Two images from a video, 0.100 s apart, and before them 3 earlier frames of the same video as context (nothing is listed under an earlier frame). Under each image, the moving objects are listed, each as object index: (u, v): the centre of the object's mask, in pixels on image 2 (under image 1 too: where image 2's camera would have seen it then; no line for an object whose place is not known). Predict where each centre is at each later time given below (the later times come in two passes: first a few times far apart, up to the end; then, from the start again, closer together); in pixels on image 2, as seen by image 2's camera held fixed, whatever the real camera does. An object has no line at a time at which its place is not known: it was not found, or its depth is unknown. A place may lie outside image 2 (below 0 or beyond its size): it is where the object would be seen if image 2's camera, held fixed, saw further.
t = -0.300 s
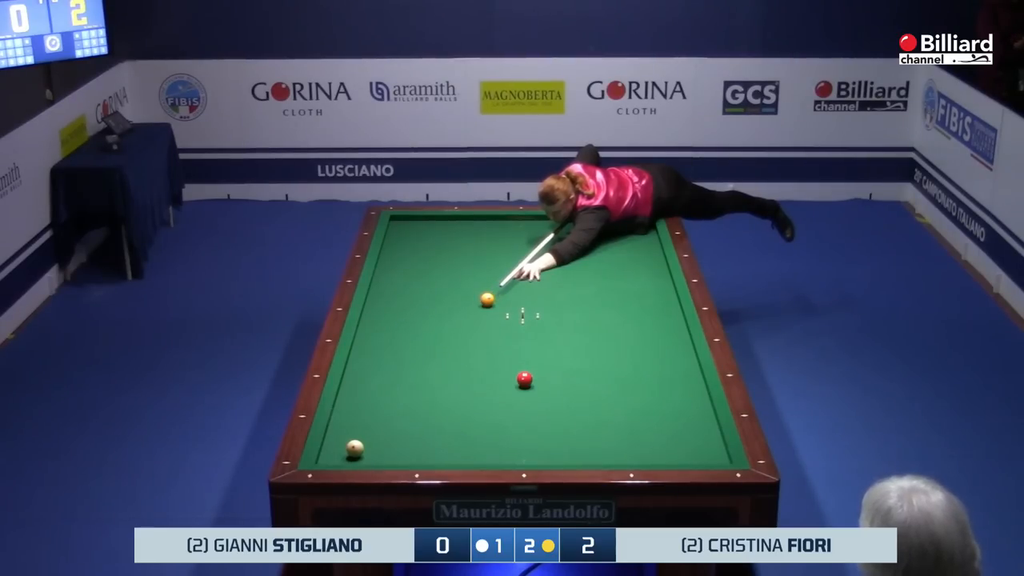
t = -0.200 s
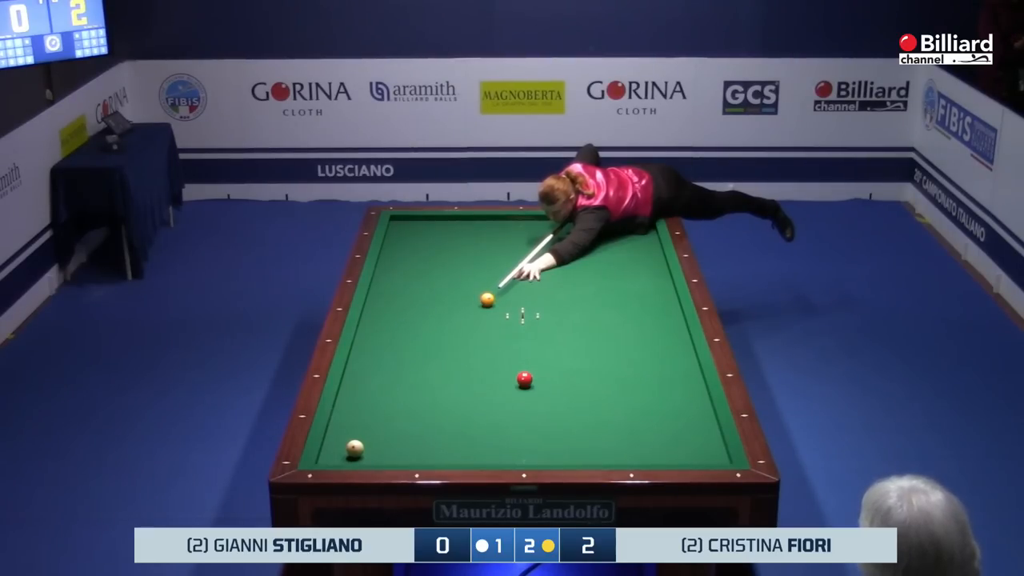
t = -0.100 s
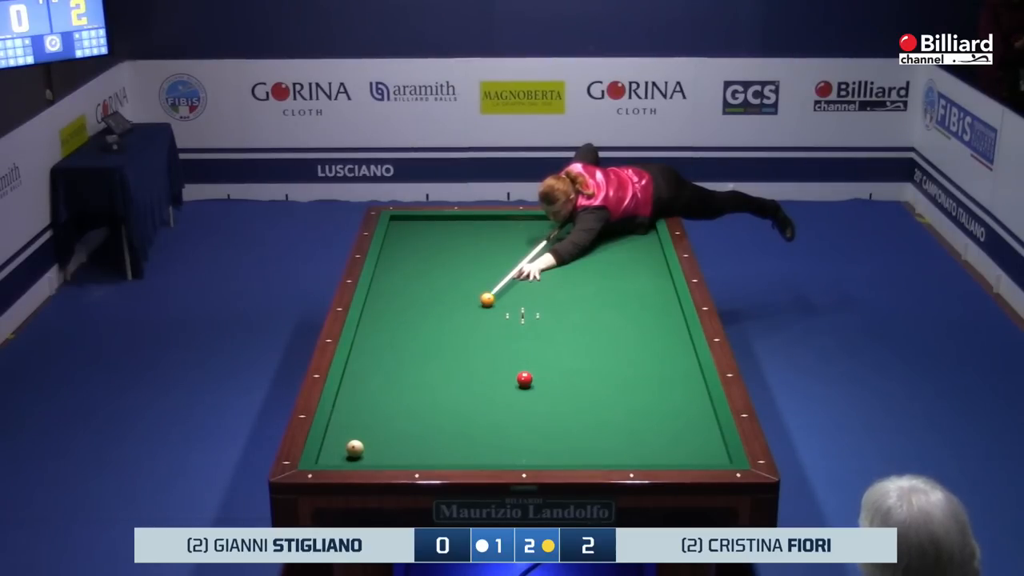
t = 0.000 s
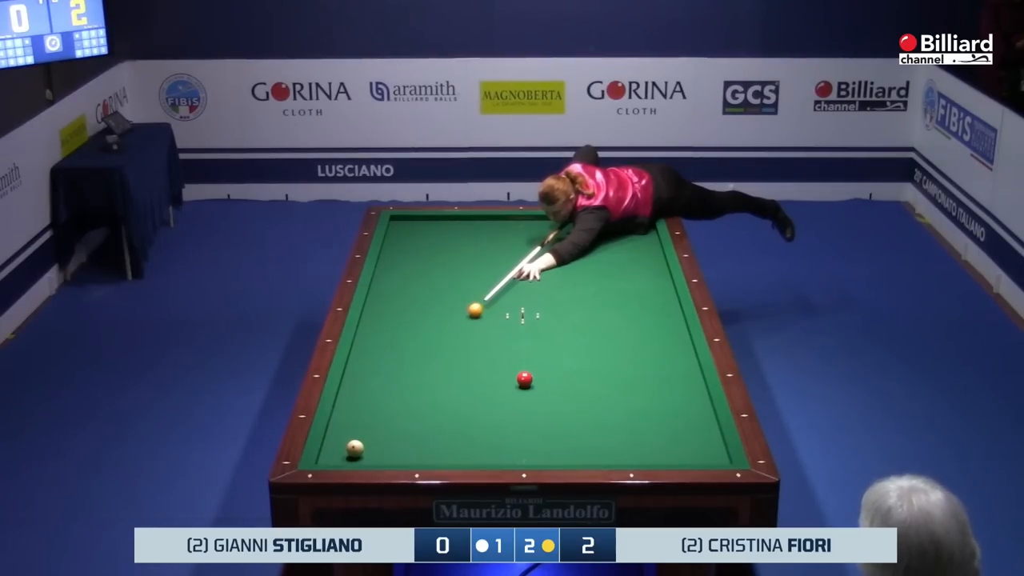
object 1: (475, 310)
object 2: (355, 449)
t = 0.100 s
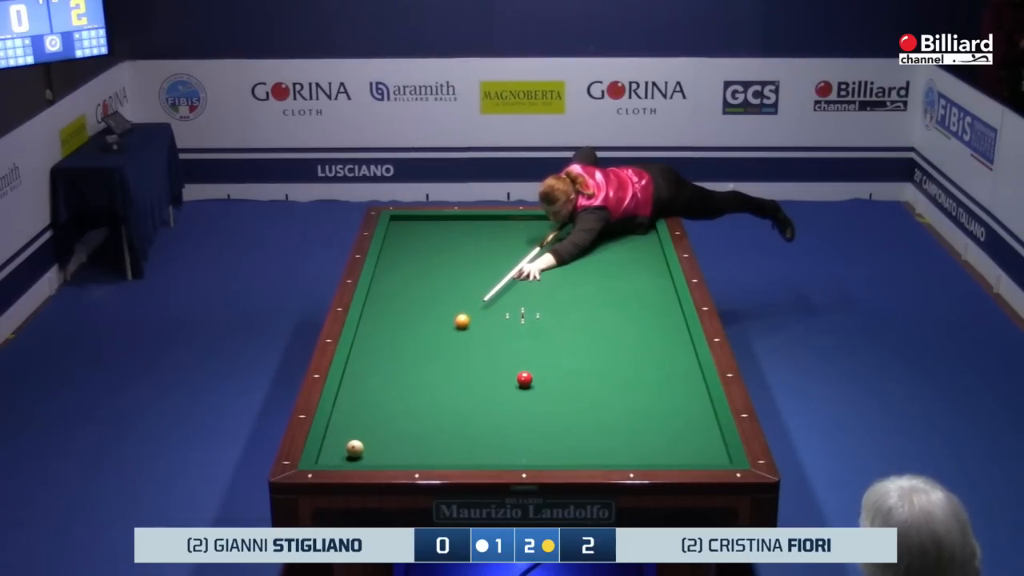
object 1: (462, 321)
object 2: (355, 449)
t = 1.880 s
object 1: (367, 406)
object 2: (415, 454)
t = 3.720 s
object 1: (424, 314)
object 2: (514, 459)
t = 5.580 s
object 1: (461, 256)
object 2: (567, 457)
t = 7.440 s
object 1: (486, 218)
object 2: (581, 457)
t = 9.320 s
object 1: (496, 232)
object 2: (581, 457)
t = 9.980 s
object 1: (499, 236)
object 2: (581, 458)
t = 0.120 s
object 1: (459, 324)
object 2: (355, 449)
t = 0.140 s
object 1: (456, 326)
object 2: (355, 449)
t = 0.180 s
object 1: (451, 331)
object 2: (355, 449)
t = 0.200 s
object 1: (448, 333)
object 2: (355, 449)
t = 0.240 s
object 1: (443, 338)
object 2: (355, 449)
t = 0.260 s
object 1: (440, 340)
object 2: (355, 449)
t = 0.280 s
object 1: (437, 343)
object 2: (355, 449)
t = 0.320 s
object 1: (432, 348)
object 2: (355, 449)
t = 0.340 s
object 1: (429, 350)
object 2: (355, 449)
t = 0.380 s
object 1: (423, 355)
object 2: (355, 449)
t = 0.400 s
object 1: (420, 358)
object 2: (355, 449)
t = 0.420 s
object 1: (417, 360)
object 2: (355, 449)
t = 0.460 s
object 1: (411, 365)
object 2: (355, 449)
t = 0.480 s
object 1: (408, 368)
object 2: (355, 449)
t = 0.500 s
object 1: (405, 371)
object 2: (355, 449)
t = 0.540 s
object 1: (399, 376)
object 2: (355, 449)
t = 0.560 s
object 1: (396, 379)
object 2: (355, 449)
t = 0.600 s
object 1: (390, 384)
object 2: (355, 449)
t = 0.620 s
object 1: (386, 387)
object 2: (355, 449)
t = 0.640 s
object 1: (383, 390)
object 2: (355, 449)
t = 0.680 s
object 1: (377, 395)
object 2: (355, 449)
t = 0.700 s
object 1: (373, 398)
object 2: (355, 449)
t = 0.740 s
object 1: (367, 405)
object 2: (355, 449)
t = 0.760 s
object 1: (363, 407)
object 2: (355, 449)
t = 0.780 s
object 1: (360, 410)
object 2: (355, 449)
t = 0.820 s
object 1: (353, 417)
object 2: (355, 449)
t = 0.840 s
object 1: (349, 419)
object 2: (355, 449)
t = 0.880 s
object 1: (342, 425)
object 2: (355, 449)
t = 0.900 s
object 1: (339, 428)
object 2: (355, 449)
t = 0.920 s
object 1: (335, 432)
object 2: (355, 449)
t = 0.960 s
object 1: (332, 438)
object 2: (355, 449)
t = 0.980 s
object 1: (333, 440)
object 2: (355, 449)
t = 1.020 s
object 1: (336, 446)
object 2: (355, 449)
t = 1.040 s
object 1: (336, 449)
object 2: (355, 449)
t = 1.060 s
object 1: (335, 452)
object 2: (357, 449)
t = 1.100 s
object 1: (334, 455)
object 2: (361, 449)
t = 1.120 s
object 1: (333, 457)
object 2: (362, 450)
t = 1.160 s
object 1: (333, 458)
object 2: (365, 450)
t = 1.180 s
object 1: (334, 457)
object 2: (366, 450)
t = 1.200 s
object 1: (335, 455)
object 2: (368, 450)
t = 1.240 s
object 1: (338, 451)
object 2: (371, 450)
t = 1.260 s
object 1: (339, 450)
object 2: (372, 450)
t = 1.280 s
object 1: (340, 448)
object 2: (374, 450)
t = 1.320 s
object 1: (342, 445)
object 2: (376, 450)
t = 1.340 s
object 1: (343, 443)
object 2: (378, 451)
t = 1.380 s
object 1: (345, 440)
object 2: (381, 451)
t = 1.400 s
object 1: (346, 439)
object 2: (382, 451)
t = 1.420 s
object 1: (347, 438)
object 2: (384, 451)
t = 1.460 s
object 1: (349, 435)
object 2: (386, 451)
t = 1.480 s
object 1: (350, 433)
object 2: (388, 451)
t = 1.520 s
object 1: (352, 431)
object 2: (390, 452)
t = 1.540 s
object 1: (352, 429)
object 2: (392, 452)
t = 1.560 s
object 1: (353, 428)
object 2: (393, 452)
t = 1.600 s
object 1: (355, 425)
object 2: (396, 452)
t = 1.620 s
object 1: (356, 423)
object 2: (397, 452)
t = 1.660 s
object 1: (358, 421)
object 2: (400, 452)
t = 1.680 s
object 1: (359, 420)
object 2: (401, 452)
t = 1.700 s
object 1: (359, 418)
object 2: (403, 452)
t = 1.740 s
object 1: (361, 415)
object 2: (405, 453)
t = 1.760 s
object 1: (362, 414)
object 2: (407, 453)
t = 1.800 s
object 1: (364, 411)
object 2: (409, 453)
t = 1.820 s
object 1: (364, 410)
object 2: (411, 453)
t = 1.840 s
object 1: (365, 409)
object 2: (412, 453)
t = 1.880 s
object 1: (367, 406)
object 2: (415, 454)
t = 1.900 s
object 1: (368, 405)
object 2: (416, 454)
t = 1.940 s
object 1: (369, 403)
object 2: (419, 454)
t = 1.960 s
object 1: (370, 401)
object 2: (420, 454)
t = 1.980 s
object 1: (371, 400)
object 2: (421, 454)
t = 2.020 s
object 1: (372, 398)
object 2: (424, 454)
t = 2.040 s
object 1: (373, 396)
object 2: (425, 454)
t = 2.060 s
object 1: (374, 395)
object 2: (426, 454)
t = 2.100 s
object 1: (375, 393)
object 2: (428, 454)
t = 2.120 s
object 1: (376, 392)
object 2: (430, 454)
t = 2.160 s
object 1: (378, 389)
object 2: (432, 455)
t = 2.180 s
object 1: (378, 388)
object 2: (433, 455)
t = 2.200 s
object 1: (379, 387)
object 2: (435, 455)
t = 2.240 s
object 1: (380, 385)
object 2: (437, 455)
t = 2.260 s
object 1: (381, 383)
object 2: (438, 455)
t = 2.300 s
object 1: (383, 381)
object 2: (441, 455)
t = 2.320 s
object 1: (383, 380)
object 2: (442, 455)
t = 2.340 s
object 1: (384, 379)
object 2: (443, 455)
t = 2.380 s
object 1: (385, 377)
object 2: (445, 455)
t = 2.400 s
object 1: (386, 376)
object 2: (447, 455)
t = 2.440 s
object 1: (387, 373)
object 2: (449, 455)
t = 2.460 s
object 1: (388, 372)
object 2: (450, 456)
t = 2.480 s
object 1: (389, 371)
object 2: (451, 456)
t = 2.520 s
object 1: (390, 369)
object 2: (454, 456)
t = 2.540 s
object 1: (391, 368)
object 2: (455, 456)
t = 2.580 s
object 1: (392, 366)
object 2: (457, 456)
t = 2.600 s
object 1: (393, 365)
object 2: (458, 456)
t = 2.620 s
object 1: (393, 364)
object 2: (459, 456)
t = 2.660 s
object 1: (394, 362)
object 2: (462, 456)
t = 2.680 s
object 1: (395, 361)
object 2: (463, 456)
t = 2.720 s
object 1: (397, 359)
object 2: (465, 456)
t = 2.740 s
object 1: (397, 358)
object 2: (466, 456)
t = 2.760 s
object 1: (398, 357)
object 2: (467, 456)
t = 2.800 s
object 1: (399, 355)
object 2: (469, 456)
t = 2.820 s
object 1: (400, 354)
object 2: (470, 457)
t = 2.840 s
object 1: (400, 353)
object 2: (471, 457)
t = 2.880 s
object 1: (401, 351)
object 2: (474, 457)
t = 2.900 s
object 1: (402, 350)
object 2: (475, 457)
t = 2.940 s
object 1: (403, 348)
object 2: (477, 457)
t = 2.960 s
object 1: (404, 347)
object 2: (478, 457)
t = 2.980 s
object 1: (404, 346)
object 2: (479, 457)
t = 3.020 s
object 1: (405, 344)
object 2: (481, 457)
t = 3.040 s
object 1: (406, 343)
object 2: (482, 457)
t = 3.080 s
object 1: (407, 341)
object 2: (484, 458)
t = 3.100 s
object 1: (408, 340)
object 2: (485, 458)
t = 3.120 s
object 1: (408, 340)
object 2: (486, 458)
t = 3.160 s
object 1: (410, 338)
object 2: (488, 458)
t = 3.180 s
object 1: (410, 337)
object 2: (489, 458)
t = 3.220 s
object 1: (411, 335)
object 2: (491, 458)
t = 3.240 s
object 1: (412, 334)
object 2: (492, 458)
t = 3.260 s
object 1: (412, 333)
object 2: (493, 458)
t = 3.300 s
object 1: (413, 331)
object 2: (495, 458)
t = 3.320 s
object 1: (414, 331)
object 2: (496, 458)
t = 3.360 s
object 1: (415, 329)
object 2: (498, 458)
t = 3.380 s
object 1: (415, 328)
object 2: (499, 458)
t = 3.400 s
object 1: (416, 327)
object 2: (500, 458)
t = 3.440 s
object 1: (417, 326)
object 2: (502, 459)
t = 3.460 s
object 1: (418, 325)
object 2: (503, 459)
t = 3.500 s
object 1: (419, 323)
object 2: (505, 459)
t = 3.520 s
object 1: (419, 322)
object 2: (505, 459)
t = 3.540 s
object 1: (420, 321)
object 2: (506, 459)
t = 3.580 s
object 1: (421, 320)
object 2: (508, 459)
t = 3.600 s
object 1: (421, 319)
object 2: (509, 459)
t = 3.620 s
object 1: (422, 318)
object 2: (510, 459)
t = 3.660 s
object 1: (422, 316)
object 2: (512, 459)
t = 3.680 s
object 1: (423, 316)
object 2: (513, 459)
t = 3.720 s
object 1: (424, 314)
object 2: (514, 459)
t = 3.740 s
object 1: (425, 313)
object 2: (515, 459)
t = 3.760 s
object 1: (425, 313)
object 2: (516, 459)
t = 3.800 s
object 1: (426, 311)
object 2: (517, 459)
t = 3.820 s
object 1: (427, 310)
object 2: (518, 459)
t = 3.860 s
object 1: (427, 309)
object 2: (520, 459)
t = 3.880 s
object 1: (428, 308)
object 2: (521, 459)
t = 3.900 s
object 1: (429, 307)
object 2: (521, 459)
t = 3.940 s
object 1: (429, 306)
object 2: (523, 459)
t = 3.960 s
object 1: (430, 305)
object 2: (523, 459)
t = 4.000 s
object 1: (431, 304)
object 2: (525, 459)
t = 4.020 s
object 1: (431, 303)
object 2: (526, 459)
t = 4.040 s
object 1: (432, 302)
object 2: (526, 459)
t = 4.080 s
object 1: (433, 301)
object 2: (528, 458)
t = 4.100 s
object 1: (433, 300)
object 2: (528, 458)
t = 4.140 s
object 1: (434, 299)
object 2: (529, 457)
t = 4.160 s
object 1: (435, 298)
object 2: (528, 456)
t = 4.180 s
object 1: (435, 297)
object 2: (529, 455)
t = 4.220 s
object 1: (436, 296)
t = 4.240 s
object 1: (436, 295)
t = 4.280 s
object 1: (437, 294)
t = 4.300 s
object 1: (438, 293)
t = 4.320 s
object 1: (438, 292)
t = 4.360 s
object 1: (439, 291)
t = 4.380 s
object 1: (439, 291)
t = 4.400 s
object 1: (440, 290)
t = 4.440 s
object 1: (440, 289)
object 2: (543, 455)
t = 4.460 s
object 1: (441, 288)
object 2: (543, 456)
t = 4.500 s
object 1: (442, 287)
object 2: (542, 458)
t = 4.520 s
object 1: (442, 286)
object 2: (542, 458)
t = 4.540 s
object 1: (442, 285)
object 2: (543, 458)
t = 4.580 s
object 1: (443, 284)
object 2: (544, 458)
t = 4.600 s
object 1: (444, 284)
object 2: (545, 458)
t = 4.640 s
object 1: (444, 282)
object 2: (546, 458)
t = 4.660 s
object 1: (445, 281)
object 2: (547, 458)
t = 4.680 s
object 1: (445, 281)
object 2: (547, 458)
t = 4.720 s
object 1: (446, 280)
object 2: (548, 458)
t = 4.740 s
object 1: (446, 279)
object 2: (549, 458)
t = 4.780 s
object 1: (447, 278)
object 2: (550, 458)
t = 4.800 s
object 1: (448, 277)
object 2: (550, 457)
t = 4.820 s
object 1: (448, 277)
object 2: (551, 457)
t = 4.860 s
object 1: (449, 276)
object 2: (552, 458)
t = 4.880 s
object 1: (449, 275)
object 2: (552, 458)
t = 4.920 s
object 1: (450, 274)
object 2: (553, 457)
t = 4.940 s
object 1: (450, 273)
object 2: (554, 458)
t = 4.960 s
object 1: (450, 273)
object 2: (554, 457)
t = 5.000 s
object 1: (451, 272)
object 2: (555, 457)
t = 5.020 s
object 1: (452, 271)
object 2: (556, 457)
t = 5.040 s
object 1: (452, 270)
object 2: (556, 457)
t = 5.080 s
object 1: (453, 269)
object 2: (557, 457)
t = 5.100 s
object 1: (453, 269)
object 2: (558, 457)
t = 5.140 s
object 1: (454, 267)
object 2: (558, 457)
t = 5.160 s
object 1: (454, 267)
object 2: (559, 457)
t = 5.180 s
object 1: (455, 267)
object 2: (559, 457)
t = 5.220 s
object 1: (455, 265)
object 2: (560, 457)
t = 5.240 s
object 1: (456, 265)
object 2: (561, 457)
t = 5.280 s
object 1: (456, 264)
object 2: (561, 457)
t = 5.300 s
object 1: (457, 263)
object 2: (562, 457)
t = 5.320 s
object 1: (457, 263)
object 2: (562, 457)
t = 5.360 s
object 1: (458, 262)
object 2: (563, 457)
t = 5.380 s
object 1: (458, 261)
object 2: (563, 457)
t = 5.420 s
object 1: (459, 260)
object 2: (564, 457)
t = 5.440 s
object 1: (459, 260)
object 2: (565, 457)
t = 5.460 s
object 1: (459, 259)
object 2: (565, 457)
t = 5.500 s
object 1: (460, 258)
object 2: (566, 457)
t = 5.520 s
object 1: (460, 257)
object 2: (566, 457)
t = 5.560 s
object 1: (461, 256)
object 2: (567, 457)
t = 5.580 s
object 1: (461, 256)
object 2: (567, 457)
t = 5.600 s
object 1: (462, 255)
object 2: (568, 457)
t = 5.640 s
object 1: (462, 255)
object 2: (568, 457)
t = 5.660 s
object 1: (463, 254)
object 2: (569, 457)
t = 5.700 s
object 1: (463, 253)
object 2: (569, 457)
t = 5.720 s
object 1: (464, 252)
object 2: (569, 457)
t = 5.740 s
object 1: (464, 252)
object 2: (570, 457)
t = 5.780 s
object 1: (465, 251)
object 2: (570, 457)
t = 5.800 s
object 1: (465, 251)
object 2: (571, 457)
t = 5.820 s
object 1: (465, 250)
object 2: (571, 457)
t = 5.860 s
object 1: (466, 249)
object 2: (572, 457)
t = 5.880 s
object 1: (466, 249)
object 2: (572, 457)
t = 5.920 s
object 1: (467, 248)
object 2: (572, 457)
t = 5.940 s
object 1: (467, 247)
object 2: (573, 457)
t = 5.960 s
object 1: (467, 247)
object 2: (573, 457)
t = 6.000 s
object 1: (468, 246)
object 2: (573, 457)
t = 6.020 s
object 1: (468, 245)
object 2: (574, 457)
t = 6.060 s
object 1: (469, 245)
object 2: (574, 457)
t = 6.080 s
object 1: (469, 244)
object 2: (574, 457)
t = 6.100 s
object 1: (469, 244)
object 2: (574, 457)
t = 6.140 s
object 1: (470, 243)
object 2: (575, 457)
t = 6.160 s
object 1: (470, 242)
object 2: (575, 457)
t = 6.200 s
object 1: (471, 241)
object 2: (576, 457)
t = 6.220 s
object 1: (471, 241)
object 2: (576, 457)
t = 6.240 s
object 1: (471, 240)
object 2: (576, 457)
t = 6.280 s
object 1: (472, 240)
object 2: (576, 457)
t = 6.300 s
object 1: (472, 239)
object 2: (577, 457)
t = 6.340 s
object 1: (473, 238)
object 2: (577, 457)
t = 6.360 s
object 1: (473, 238)
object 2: (577, 457)
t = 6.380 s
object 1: (473, 238)
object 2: (577, 457)
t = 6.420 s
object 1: (474, 237)
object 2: (577, 458)
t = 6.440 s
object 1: (474, 236)
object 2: (578, 457)
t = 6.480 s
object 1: (475, 236)
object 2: (578, 458)
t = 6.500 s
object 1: (475, 235)
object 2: (578, 458)
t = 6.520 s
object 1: (475, 235)
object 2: (578, 457)
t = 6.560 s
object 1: (476, 234)
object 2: (579, 457)
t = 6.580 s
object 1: (476, 234)
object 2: (579, 457)
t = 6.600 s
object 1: (476, 233)
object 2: (579, 458)
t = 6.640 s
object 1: (477, 232)
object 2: (579, 458)
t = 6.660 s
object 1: (477, 232)
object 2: (579, 458)
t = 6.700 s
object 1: (477, 231)
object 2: (579, 458)
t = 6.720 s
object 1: (478, 231)
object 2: (580, 457)
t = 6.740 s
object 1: (478, 230)
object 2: (580, 457)
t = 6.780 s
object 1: (479, 230)
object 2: (580, 458)
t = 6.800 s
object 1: (479, 229)
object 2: (580, 457)
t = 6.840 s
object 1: (479, 229)
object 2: (580, 458)
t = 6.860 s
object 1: (479, 228)
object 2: (580, 458)
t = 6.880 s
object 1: (480, 228)
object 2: (580, 458)
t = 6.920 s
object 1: (480, 227)
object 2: (580, 457)
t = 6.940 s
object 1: (481, 227)
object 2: (580, 458)
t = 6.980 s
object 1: (481, 226)
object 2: (581, 458)
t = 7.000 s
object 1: (481, 226)
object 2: (581, 458)
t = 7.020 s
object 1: (481, 225)
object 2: (581, 457)
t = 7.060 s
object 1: (482, 225)
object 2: (581, 457)
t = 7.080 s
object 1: (482, 224)
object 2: (581, 457)
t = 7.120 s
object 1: (483, 223)
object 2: (581, 457)
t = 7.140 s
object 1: (483, 223)
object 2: (581, 457)
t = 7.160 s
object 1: (483, 223)
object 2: (581, 457)
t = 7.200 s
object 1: (483, 222)
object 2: (581, 457)
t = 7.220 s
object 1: (484, 222)
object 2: (581, 457)
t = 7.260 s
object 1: (484, 221)
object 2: (581, 457)
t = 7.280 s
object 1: (484, 221)
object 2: (581, 457)
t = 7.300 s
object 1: (485, 220)
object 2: (581, 457)
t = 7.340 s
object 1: (485, 220)
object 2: (581, 457)
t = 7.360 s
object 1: (485, 219)
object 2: (581, 457)
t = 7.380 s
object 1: (485, 219)
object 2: (581, 457)
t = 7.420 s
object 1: (486, 218)
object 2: (581, 457)
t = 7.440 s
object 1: (486, 218)
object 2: (581, 457)
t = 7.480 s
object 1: (487, 217)
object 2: (581, 457)
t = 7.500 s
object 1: (487, 218)
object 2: (581, 457)
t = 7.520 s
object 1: (487, 218)
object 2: (581, 457)
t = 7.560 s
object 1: (487, 218)
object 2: (581, 457)
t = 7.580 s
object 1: (487, 218)
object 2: (581, 457)
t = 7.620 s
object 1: (488, 219)
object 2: (581, 457)
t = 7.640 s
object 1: (488, 219)
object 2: (581, 457)
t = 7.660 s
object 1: (488, 219)
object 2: (581, 457)
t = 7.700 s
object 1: (488, 219)
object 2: (581, 457)
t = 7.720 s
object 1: (488, 220)
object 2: (581, 457)
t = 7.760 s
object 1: (488, 220)
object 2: (581, 457)
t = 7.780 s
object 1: (488, 220)
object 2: (581, 457)
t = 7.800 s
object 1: (488, 220)
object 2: (581, 457)
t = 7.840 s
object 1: (489, 221)
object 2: (581, 457)
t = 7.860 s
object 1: (489, 221)
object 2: (581, 457)
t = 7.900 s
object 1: (489, 221)
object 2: (581, 457)
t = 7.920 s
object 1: (489, 222)
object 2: (581, 457)
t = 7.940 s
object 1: (489, 222)
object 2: (581, 457)
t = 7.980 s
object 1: (489, 222)
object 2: (581, 457)
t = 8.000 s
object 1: (489, 222)
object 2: (581, 457)
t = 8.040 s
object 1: (490, 222)
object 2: (581, 457)
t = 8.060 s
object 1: (490, 223)
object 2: (581, 457)
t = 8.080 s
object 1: (490, 223)
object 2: (581, 457)
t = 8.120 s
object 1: (490, 223)
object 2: (581, 457)
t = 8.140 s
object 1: (490, 223)
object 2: (581, 457)
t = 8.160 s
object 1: (490, 223)
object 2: (581, 457)
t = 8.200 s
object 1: (490, 224)
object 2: (581, 457)
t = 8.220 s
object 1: (490, 224)
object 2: (581, 457)
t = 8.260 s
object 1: (491, 224)
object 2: (581, 457)
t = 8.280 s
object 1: (491, 224)
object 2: (581, 457)
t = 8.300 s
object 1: (491, 225)
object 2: (581, 457)
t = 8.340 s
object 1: (491, 225)
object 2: (581, 457)
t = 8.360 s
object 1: (491, 225)
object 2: (581, 457)
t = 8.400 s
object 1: (492, 226)
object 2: (581, 457)
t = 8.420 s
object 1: (492, 226)
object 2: (581, 457)
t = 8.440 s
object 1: (492, 226)
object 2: (581, 457)
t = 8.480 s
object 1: (492, 226)
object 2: (581, 457)
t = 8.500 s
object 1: (492, 226)
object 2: (581, 457)
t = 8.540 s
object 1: (492, 227)
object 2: (581, 457)
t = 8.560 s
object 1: (492, 227)
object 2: (581, 457)
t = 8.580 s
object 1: (492, 227)
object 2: (581, 457)
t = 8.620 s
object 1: (492, 227)
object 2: (581, 457)
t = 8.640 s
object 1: (493, 228)
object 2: (581, 457)
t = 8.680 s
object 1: (493, 228)
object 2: (581, 457)
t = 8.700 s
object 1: (493, 228)
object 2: (581, 457)
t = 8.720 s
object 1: (493, 228)
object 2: (581, 457)
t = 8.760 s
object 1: (493, 228)
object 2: (581, 457)
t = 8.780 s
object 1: (493, 229)
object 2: (581, 457)
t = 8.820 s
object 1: (493, 229)
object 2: (581, 457)
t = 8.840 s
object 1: (494, 229)
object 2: (581, 457)
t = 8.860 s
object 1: (494, 229)
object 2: (581, 457)
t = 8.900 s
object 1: (494, 229)
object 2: (581, 457)
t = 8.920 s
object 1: (494, 230)
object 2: (581, 457)
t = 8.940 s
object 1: (494, 230)
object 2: (581, 457)
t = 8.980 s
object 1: (494, 230)
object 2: (581, 457)
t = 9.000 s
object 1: (494, 230)
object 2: (581, 457)
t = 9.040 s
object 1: (495, 230)
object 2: (581, 457)
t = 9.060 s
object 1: (495, 231)
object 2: (581, 457)
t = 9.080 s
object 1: (495, 231)
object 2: (581, 457)
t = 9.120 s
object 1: (495, 231)
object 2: (581, 457)
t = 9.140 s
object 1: (495, 231)
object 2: (581, 457)
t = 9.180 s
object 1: (495, 231)
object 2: (581, 457)
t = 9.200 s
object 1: (495, 231)
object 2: (581, 457)
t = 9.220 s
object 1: (495, 231)
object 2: (581, 457)
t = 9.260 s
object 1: (496, 232)
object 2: (581, 457)
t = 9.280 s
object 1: (496, 232)
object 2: (581, 457)
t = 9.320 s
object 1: (496, 232)
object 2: (581, 457)
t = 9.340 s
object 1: (496, 232)
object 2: (581, 457)
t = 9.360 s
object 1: (496, 232)
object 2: (581, 457)
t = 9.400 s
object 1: (496, 233)
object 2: (581, 457)
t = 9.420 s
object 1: (497, 233)
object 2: (581, 457)
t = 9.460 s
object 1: (497, 233)
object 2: (581, 457)
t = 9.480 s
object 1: (497, 233)
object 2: (581, 457)
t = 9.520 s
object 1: (497, 233)
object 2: (581, 457)
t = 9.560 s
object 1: (497, 233)
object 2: (581, 458)
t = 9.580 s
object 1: (497, 234)
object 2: (581, 458)
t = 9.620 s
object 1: (497, 234)
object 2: (581, 457)
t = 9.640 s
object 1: (497, 234)
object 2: (581, 458)
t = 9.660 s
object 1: (497, 234)
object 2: (581, 458)
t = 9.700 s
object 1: (498, 234)
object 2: (581, 458)
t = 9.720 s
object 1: (498, 234)
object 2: (581, 458)
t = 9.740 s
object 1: (498, 235)
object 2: (581, 458)
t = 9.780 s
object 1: (498, 235)
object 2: (581, 458)
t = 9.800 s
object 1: (498, 235)
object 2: (581, 458)
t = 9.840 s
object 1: (498, 235)
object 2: (581, 458)
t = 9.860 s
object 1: (498, 235)
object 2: (581, 458)
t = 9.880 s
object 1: (498, 235)
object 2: (581, 458)
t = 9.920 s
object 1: (498, 235)
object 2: (581, 458)
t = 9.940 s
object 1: (499, 235)
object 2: (581, 458)
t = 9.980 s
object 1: (499, 236)
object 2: (581, 458)
